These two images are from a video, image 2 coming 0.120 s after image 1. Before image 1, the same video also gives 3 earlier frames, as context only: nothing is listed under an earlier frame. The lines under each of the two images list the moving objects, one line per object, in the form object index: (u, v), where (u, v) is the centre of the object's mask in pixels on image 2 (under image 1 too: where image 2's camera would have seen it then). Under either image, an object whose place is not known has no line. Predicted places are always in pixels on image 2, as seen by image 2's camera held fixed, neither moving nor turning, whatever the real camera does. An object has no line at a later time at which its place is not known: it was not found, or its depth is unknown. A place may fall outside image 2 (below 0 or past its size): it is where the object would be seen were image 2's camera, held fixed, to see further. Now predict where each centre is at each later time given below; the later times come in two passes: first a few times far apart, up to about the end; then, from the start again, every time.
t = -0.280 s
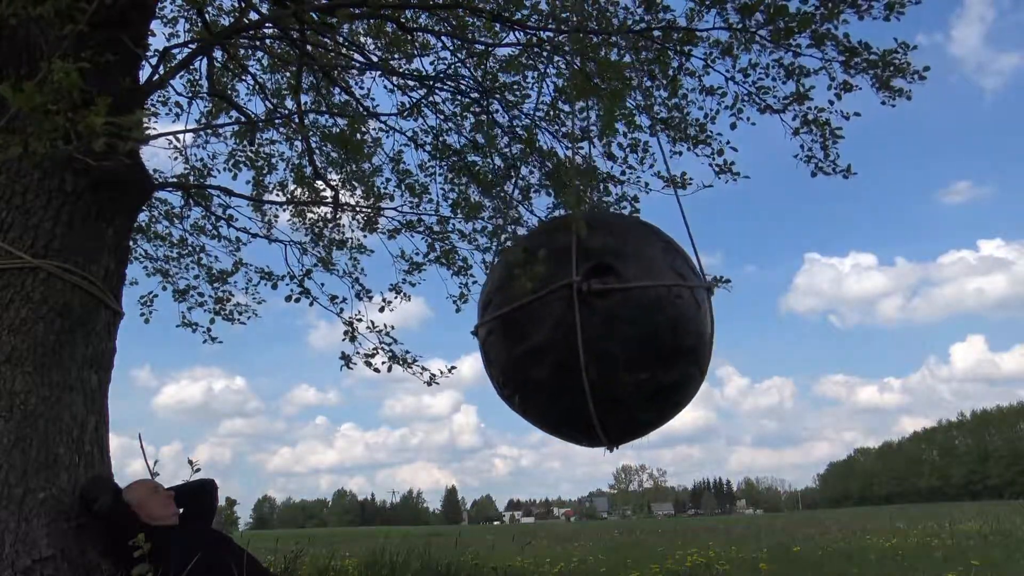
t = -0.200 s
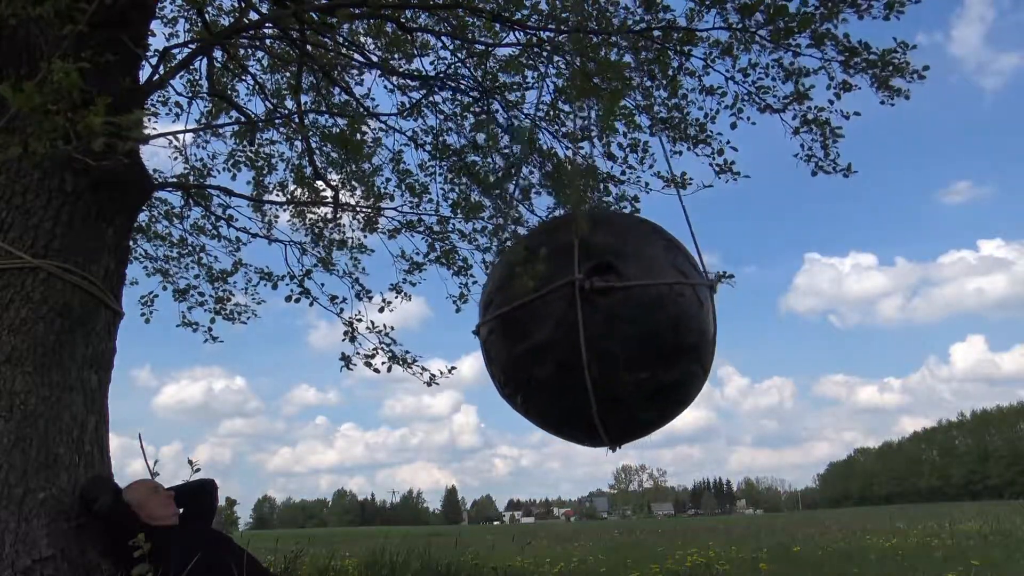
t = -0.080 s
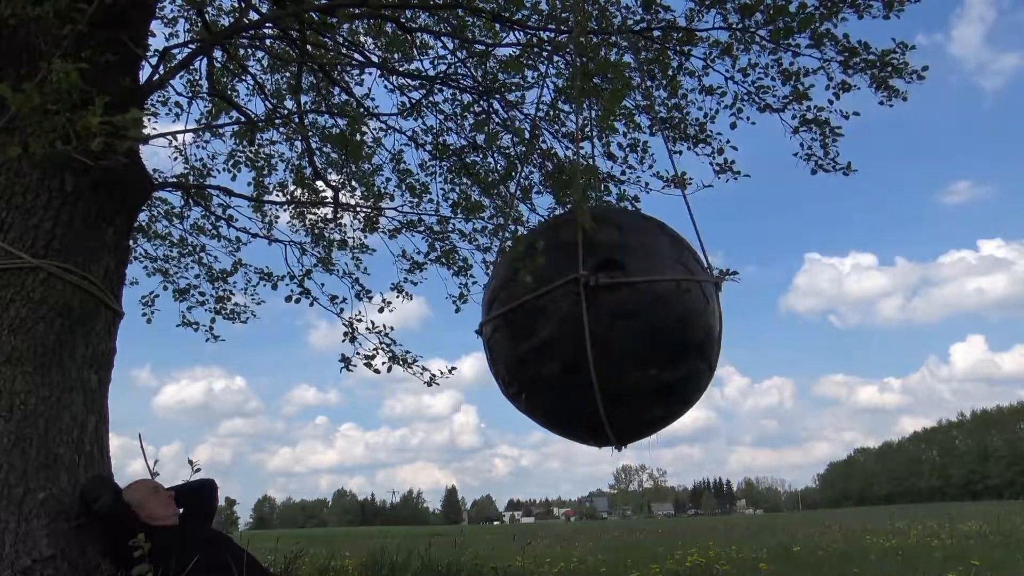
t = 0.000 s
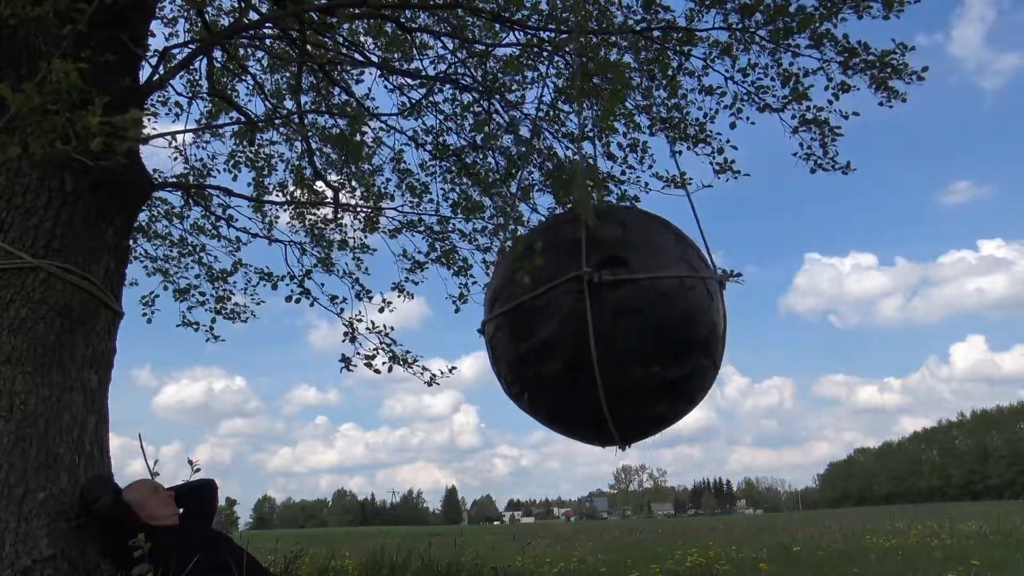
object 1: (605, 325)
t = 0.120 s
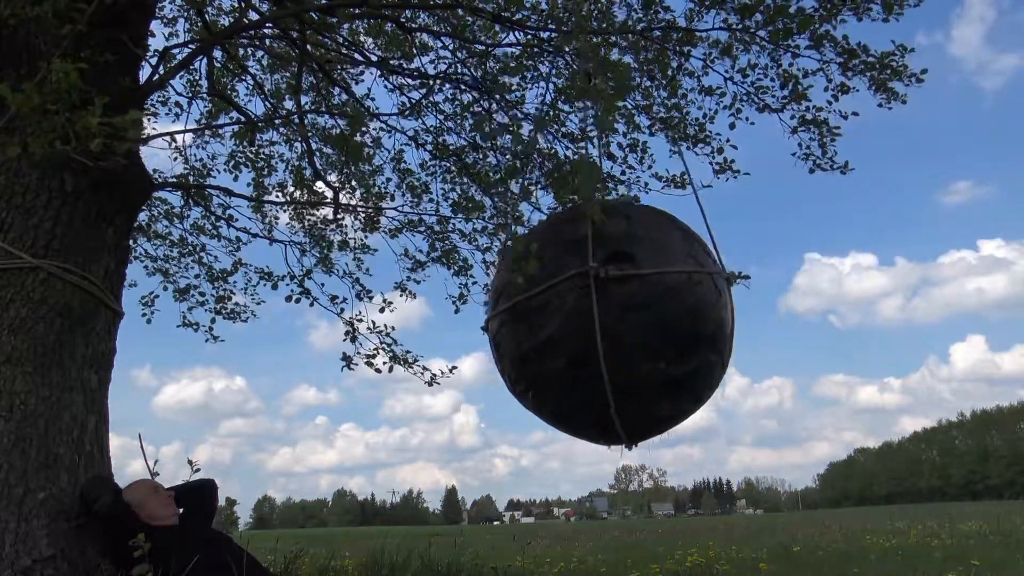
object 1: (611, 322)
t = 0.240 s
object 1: (617, 318)
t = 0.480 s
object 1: (633, 311)
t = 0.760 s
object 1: (652, 299)
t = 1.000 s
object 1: (665, 290)
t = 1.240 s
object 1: (674, 283)
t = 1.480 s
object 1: (677, 281)
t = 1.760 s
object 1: (672, 284)
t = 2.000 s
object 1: (663, 291)
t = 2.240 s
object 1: (652, 300)
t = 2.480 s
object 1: (640, 310)
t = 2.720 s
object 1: (628, 317)
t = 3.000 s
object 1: (615, 323)
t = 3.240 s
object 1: (607, 326)
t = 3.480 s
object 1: (601, 327)
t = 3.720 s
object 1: (600, 326)
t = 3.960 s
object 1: (602, 324)
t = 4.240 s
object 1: (610, 319)
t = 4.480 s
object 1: (620, 313)
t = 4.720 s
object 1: (632, 304)
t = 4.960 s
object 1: (646, 296)
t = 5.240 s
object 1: (659, 287)
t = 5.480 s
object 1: (666, 284)
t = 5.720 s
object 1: (667, 285)
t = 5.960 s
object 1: (663, 290)
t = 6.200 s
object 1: (656, 298)
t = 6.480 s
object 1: (643, 307)
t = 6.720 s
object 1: (632, 314)
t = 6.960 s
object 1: (621, 319)
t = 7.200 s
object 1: (613, 323)
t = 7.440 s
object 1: (606, 324)
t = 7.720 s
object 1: (603, 324)
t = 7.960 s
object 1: (604, 323)
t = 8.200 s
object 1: (608, 319)
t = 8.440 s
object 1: (616, 314)
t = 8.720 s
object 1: (629, 306)
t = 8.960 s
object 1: (641, 298)
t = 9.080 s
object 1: (648, 295)
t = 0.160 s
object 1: (612, 320)
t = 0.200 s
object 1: (615, 319)
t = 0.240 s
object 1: (617, 318)
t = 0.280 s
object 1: (619, 317)
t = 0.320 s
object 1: (622, 316)
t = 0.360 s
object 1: (625, 315)
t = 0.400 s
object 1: (627, 314)
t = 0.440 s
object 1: (630, 312)
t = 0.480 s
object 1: (633, 311)
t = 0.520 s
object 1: (636, 309)
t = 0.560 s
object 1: (639, 307)
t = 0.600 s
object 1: (641, 306)
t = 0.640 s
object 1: (644, 304)
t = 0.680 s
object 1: (646, 303)
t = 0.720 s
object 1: (649, 301)
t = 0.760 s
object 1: (652, 299)
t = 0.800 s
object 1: (654, 298)
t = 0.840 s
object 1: (657, 296)
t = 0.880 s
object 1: (659, 295)
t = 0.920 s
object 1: (661, 293)
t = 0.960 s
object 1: (663, 291)
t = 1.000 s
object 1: (665, 290)
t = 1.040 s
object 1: (667, 288)
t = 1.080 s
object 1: (669, 287)
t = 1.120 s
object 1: (670, 286)
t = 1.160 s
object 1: (672, 285)
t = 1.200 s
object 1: (673, 284)
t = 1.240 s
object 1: (674, 283)
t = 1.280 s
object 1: (675, 282)
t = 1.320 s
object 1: (675, 282)
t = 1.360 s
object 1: (676, 281)
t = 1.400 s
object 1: (677, 281)
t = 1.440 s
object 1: (677, 281)
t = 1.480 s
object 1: (677, 281)
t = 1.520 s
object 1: (676, 281)
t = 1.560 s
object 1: (676, 281)
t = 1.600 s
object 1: (676, 281)
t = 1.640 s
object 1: (675, 282)
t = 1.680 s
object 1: (674, 282)
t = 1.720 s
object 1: (673, 283)
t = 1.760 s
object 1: (672, 284)
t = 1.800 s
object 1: (671, 285)
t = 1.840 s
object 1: (669, 286)
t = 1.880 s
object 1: (668, 287)
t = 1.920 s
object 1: (666, 289)
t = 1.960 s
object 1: (665, 290)
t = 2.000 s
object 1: (663, 291)
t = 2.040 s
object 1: (661, 293)
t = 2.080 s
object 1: (659, 294)
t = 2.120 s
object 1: (657, 296)
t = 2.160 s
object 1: (656, 297)
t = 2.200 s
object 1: (654, 299)
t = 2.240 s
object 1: (652, 300)
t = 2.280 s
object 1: (650, 302)
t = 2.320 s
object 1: (648, 304)
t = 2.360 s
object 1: (646, 305)
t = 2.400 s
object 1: (644, 307)
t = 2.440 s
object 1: (642, 308)
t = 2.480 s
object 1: (640, 310)
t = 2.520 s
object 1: (638, 311)
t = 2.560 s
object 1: (636, 312)
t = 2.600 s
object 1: (634, 313)
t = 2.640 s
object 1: (632, 314)
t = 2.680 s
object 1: (630, 315)
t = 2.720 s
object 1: (628, 317)
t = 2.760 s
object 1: (626, 318)
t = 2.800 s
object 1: (624, 319)
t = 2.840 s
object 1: (622, 320)
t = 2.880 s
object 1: (620, 320)
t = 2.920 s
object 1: (618, 321)
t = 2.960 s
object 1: (616, 322)
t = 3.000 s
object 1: (615, 323)
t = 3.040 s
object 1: (613, 323)
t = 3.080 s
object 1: (612, 324)
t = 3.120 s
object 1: (610, 325)
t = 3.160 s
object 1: (609, 325)
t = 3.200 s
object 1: (608, 325)
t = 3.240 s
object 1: (607, 326)
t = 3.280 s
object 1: (606, 326)
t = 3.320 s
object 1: (605, 326)
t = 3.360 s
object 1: (604, 326)
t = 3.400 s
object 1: (603, 327)
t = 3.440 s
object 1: (602, 326)
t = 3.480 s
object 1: (601, 327)
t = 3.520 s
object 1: (601, 326)
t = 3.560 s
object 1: (600, 327)
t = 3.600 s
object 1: (600, 326)
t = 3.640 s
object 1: (600, 326)
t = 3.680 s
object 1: (600, 326)
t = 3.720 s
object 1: (600, 326)
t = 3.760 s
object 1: (600, 326)
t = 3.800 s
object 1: (600, 326)
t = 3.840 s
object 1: (600, 326)
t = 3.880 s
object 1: (601, 325)
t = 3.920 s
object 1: (601, 325)
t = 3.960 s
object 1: (602, 324)
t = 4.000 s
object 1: (603, 323)
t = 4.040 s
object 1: (603, 323)
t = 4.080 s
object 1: (604, 322)
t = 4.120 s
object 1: (606, 321)
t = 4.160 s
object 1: (607, 320)
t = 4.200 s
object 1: (608, 320)
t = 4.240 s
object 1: (610, 319)
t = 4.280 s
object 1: (611, 318)
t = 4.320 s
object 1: (613, 317)
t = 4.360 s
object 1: (614, 316)
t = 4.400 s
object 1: (616, 315)
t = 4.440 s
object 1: (618, 314)
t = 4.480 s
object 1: (620, 313)
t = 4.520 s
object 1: (622, 311)
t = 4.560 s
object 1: (624, 310)
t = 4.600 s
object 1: (626, 309)
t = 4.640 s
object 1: (628, 308)
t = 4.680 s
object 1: (630, 306)
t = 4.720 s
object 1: (632, 304)
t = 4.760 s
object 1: (634, 303)
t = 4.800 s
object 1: (637, 301)
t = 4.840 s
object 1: (639, 300)
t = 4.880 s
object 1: (641, 299)
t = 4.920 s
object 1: (644, 297)
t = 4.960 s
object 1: (646, 296)
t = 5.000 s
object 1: (648, 294)
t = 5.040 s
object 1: (650, 293)
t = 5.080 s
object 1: (651, 291)
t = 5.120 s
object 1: (653, 290)
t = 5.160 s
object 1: (655, 289)
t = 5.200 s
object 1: (657, 288)
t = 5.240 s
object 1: (659, 287)
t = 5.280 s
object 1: (660, 286)
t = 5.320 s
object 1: (661, 286)
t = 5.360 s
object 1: (663, 285)
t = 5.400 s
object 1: (664, 284)
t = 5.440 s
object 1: (665, 284)
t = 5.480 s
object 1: (666, 284)
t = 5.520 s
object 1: (666, 284)
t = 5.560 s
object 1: (667, 284)
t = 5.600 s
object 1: (667, 284)
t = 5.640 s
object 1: (667, 284)
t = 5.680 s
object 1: (667, 285)
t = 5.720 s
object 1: (667, 285)
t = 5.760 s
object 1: (667, 286)
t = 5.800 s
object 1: (667, 286)
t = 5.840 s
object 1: (666, 287)
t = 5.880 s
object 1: (665, 288)
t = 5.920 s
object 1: (664, 289)
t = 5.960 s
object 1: (663, 290)
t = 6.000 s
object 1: (662, 291)
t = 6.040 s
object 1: (661, 292)
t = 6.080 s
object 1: (660, 294)
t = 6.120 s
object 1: (659, 295)
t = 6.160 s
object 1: (657, 297)
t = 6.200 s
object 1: (656, 298)
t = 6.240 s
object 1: (654, 299)
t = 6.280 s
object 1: (652, 300)
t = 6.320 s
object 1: (650, 301)
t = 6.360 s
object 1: (649, 302)
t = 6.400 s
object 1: (647, 304)
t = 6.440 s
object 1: (645, 306)
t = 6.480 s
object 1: (643, 307)
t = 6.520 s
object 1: (642, 309)
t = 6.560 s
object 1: (639, 309)
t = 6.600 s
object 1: (638, 311)
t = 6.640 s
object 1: (636, 312)
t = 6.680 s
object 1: (634, 313)
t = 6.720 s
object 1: (632, 314)
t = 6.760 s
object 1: (630, 315)
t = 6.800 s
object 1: (628, 316)
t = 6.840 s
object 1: (627, 317)
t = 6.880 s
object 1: (625, 318)
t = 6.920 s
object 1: (623, 318)
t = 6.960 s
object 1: (621, 319)
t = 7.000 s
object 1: (620, 320)
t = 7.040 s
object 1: (618, 320)
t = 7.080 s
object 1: (617, 321)
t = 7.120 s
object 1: (615, 322)
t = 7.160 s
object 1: (614, 322)
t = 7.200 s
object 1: (613, 323)
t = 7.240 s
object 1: (611, 323)
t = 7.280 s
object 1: (610, 323)
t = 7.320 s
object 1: (609, 324)
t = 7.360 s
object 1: (608, 324)
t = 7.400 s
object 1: (607, 324)
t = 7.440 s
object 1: (606, 324)
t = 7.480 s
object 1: (605, 324)
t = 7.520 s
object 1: (605, 324)
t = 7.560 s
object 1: (604, 325)
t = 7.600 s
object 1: (604, 325)
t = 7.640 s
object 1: (603, 325)
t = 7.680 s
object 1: (603, 325)
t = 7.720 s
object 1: (603, 324)
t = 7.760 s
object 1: (603, 324)
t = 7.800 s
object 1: (603, 324)
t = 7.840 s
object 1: (603, 324)
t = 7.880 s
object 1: (603, 324)
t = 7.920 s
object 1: (603, 323)
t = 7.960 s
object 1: (604, 323)
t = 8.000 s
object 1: (604, 322)
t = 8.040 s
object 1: (605, 322)
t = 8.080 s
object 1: (605, 321)
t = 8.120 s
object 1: (606, 321)
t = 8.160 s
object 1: (607, 320)
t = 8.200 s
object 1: (608, 319)
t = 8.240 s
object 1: (609, 318)
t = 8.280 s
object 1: (611, 318)
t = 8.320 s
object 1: (612, 317)
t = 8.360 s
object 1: (613, 316)
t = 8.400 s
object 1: (615, 315)
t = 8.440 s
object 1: (616, 314)
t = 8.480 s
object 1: (618, 313)
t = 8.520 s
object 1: (619, 312)
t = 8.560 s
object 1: (621, 311)
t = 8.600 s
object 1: (622, 309)
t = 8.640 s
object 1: (625, 308)
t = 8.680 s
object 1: (627, 307)
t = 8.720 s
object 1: (629, 306)
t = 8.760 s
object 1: (631, 305)
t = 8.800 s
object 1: (633, 304)
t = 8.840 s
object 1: (635, 302)
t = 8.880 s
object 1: (637, 301)
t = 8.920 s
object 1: (639, 300)
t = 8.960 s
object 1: (641, 298)
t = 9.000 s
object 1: (644, 298)
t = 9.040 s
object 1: (646, 296)
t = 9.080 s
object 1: (648, 295)
